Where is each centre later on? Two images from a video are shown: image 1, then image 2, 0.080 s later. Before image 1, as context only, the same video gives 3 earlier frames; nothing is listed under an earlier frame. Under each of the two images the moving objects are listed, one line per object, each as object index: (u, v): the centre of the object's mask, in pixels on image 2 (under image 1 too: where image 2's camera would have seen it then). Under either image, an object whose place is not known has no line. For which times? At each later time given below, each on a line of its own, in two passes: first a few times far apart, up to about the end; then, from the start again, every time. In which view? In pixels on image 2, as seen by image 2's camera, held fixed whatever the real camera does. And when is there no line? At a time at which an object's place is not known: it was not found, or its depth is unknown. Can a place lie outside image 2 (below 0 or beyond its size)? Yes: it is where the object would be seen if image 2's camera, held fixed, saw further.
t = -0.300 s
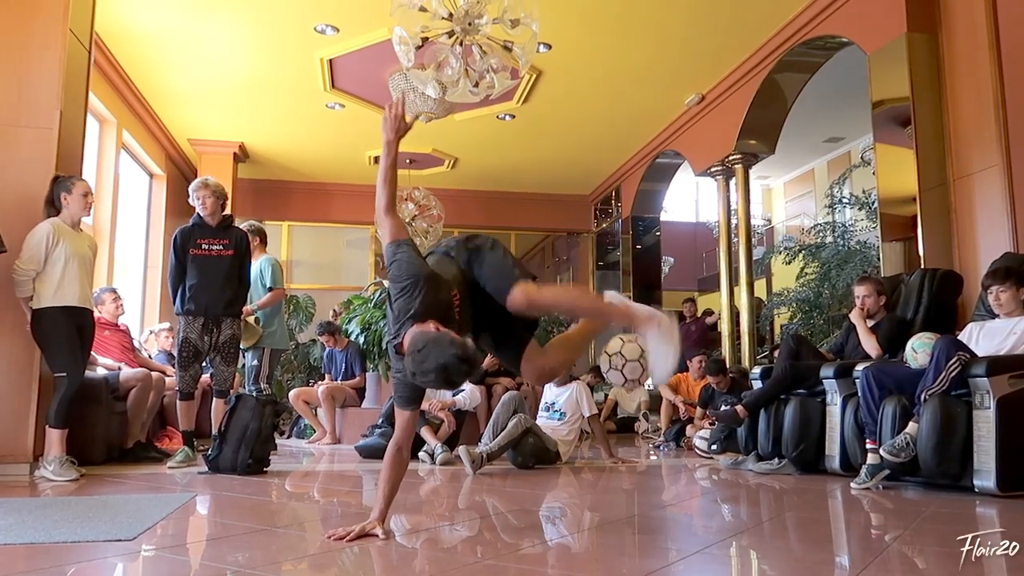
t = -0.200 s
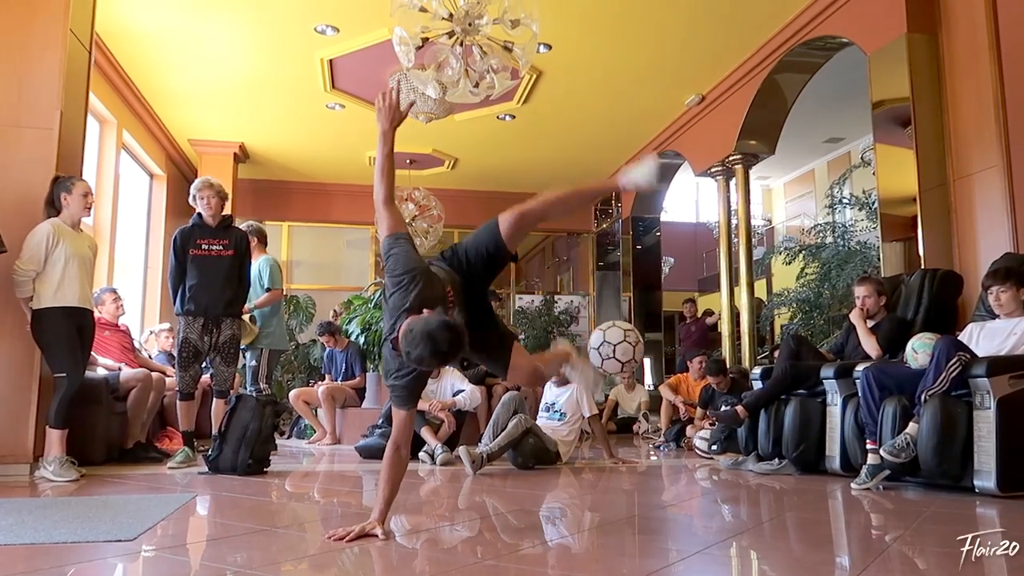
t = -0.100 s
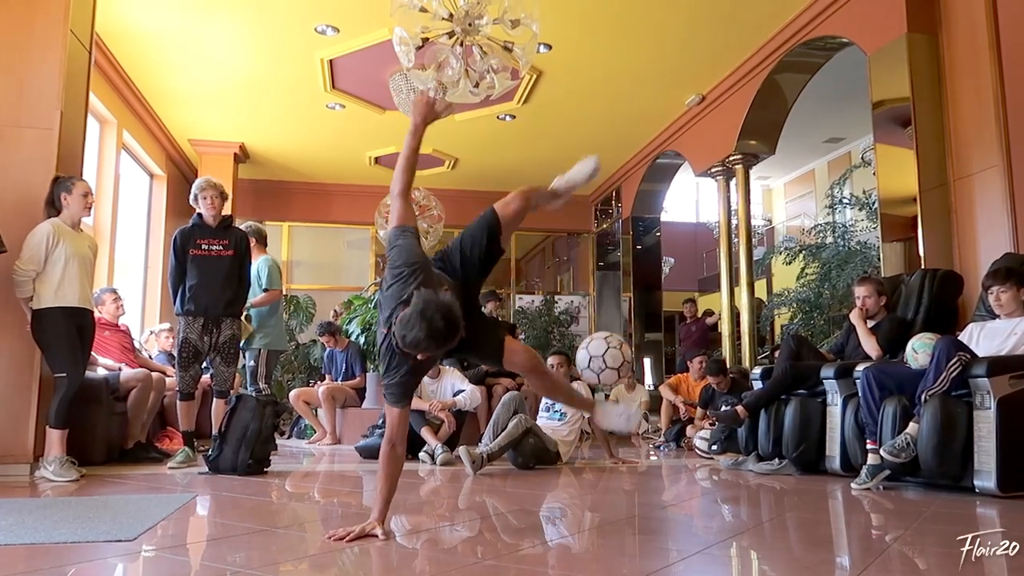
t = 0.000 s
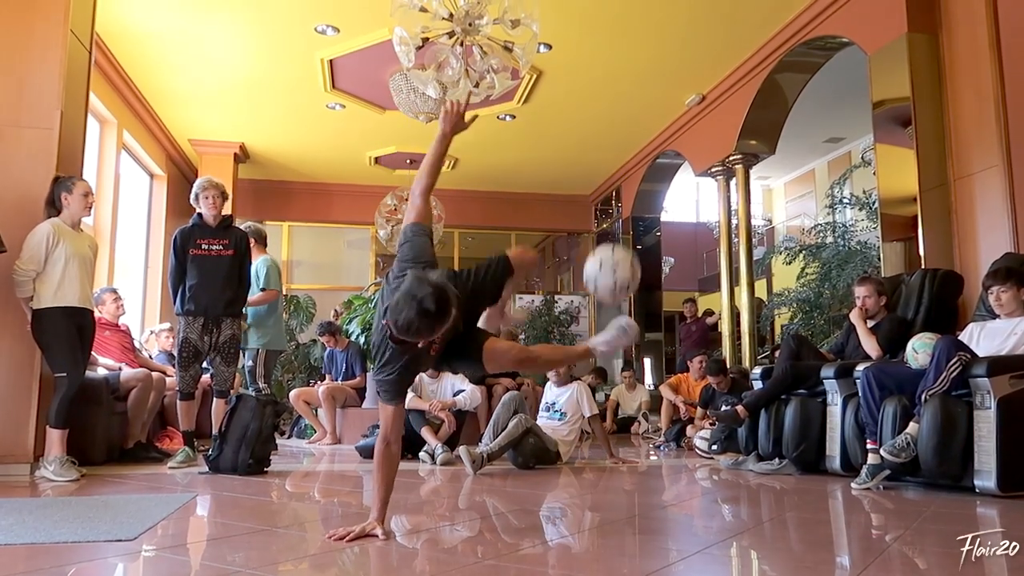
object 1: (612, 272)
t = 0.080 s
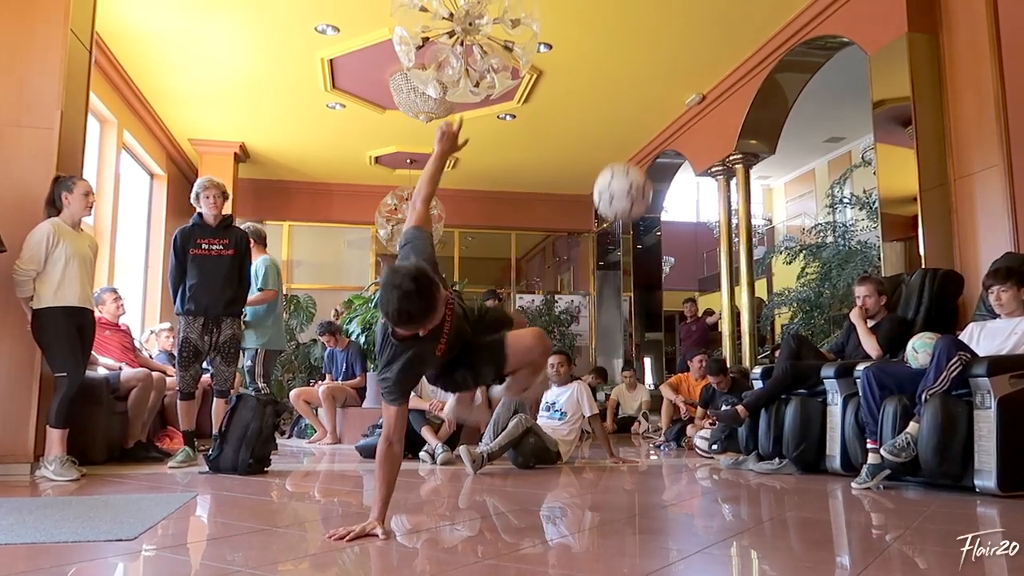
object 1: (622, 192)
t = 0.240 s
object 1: (645, 69)
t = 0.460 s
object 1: (684, 12)
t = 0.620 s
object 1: (721, 26)
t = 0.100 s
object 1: (624, 174)
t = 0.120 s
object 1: (627, 156)
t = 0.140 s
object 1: (630, 141)
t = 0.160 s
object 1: (633, 124)
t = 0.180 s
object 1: (636, 109)
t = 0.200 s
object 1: (639, 95)
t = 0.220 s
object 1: (642, 82)
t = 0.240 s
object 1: (645, 69)
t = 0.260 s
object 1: (649, 58)
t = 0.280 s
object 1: (652, 47)
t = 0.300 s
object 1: (656, 38)
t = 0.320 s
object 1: (659, 29)
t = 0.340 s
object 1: (662, 24)
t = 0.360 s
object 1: (665, 21)
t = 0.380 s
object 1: (669, 18)
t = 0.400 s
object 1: (672, 16)
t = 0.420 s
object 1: (676, 14)
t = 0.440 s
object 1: (680, 13)
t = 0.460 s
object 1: (684, 12)
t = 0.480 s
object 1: (688, 12)
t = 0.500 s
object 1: (692, 12)
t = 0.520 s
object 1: (697, 13)
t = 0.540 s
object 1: (701, 14)
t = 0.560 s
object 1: (706, 16)
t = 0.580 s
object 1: (712, 18)
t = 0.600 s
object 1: (716, 22)
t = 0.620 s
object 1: (721, 26)
